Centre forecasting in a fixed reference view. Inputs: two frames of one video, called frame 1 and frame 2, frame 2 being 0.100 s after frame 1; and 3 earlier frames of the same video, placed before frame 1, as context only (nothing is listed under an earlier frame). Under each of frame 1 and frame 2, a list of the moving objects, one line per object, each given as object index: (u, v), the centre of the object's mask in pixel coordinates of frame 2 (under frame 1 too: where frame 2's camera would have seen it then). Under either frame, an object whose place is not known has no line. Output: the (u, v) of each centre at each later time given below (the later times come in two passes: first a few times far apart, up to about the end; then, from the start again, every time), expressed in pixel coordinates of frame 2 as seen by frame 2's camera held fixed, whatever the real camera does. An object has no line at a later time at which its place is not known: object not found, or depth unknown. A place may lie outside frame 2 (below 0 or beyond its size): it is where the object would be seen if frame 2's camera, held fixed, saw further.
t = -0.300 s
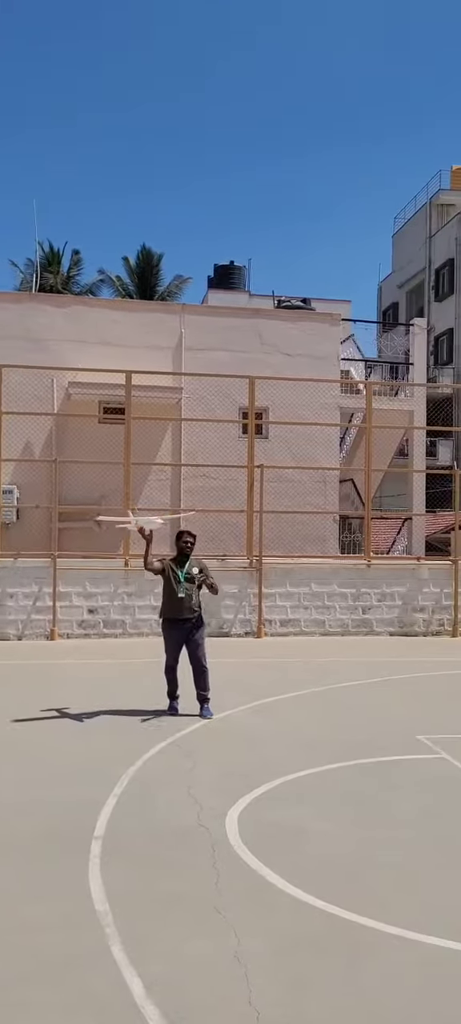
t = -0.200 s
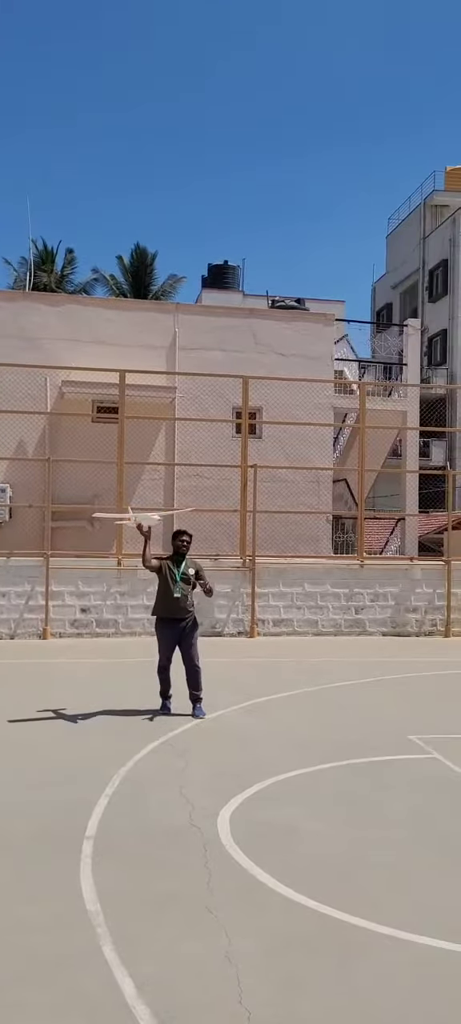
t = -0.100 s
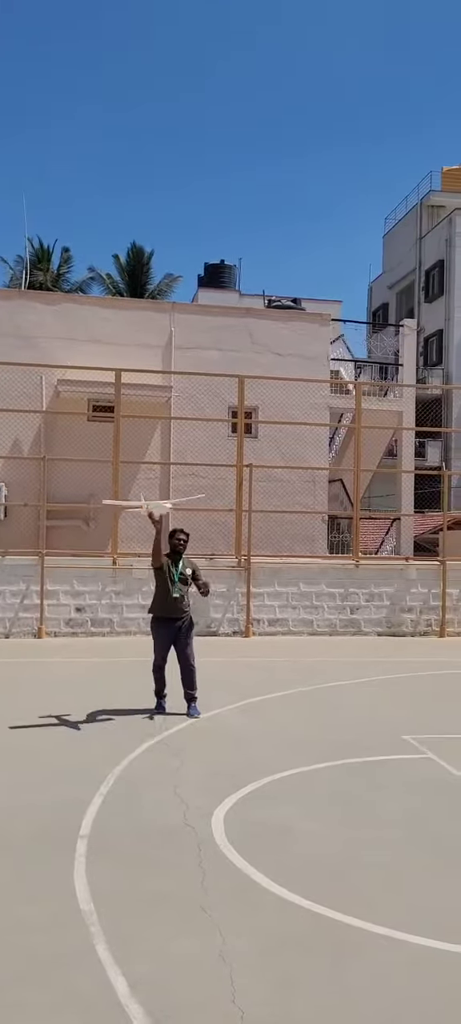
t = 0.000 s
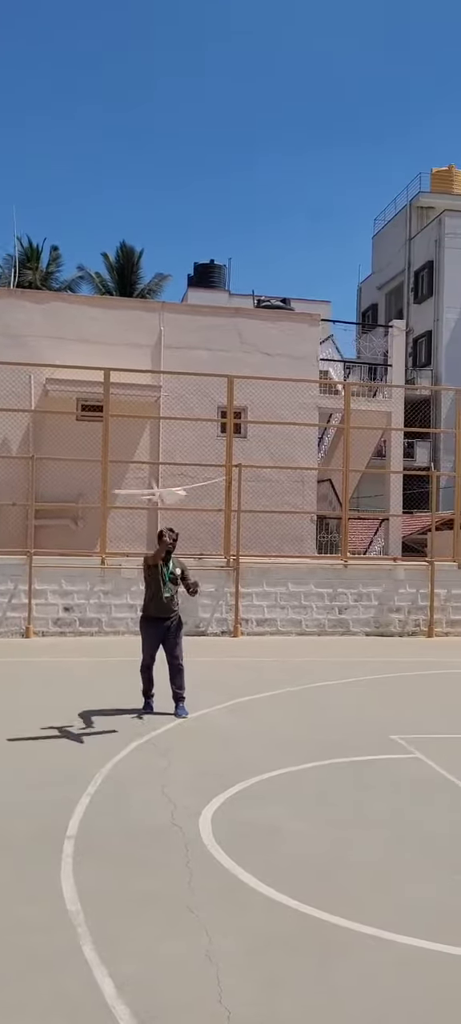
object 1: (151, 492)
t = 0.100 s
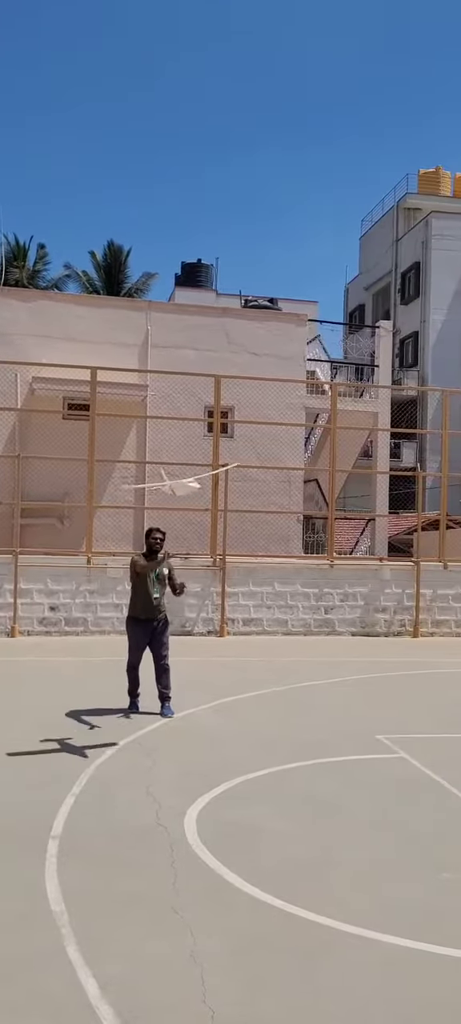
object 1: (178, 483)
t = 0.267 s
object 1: (219, 474)
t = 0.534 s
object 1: (301, 519)
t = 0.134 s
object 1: (190, 480)
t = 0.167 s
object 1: (196, 478)
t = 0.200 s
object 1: (205, 476)
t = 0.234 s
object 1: (212, 475)
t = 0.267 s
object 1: (219, 474)
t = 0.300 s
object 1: (228, 474)
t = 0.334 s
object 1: (236, 476)
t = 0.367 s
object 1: (248, 479)
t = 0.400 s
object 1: (257, 484)
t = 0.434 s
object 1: (268, 490)
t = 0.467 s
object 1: (278, 498)
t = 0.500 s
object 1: (289, 508)
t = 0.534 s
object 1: (301, 519)
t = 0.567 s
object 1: (314, 533)
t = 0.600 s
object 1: (327, 547)
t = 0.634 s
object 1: (340, 564)
